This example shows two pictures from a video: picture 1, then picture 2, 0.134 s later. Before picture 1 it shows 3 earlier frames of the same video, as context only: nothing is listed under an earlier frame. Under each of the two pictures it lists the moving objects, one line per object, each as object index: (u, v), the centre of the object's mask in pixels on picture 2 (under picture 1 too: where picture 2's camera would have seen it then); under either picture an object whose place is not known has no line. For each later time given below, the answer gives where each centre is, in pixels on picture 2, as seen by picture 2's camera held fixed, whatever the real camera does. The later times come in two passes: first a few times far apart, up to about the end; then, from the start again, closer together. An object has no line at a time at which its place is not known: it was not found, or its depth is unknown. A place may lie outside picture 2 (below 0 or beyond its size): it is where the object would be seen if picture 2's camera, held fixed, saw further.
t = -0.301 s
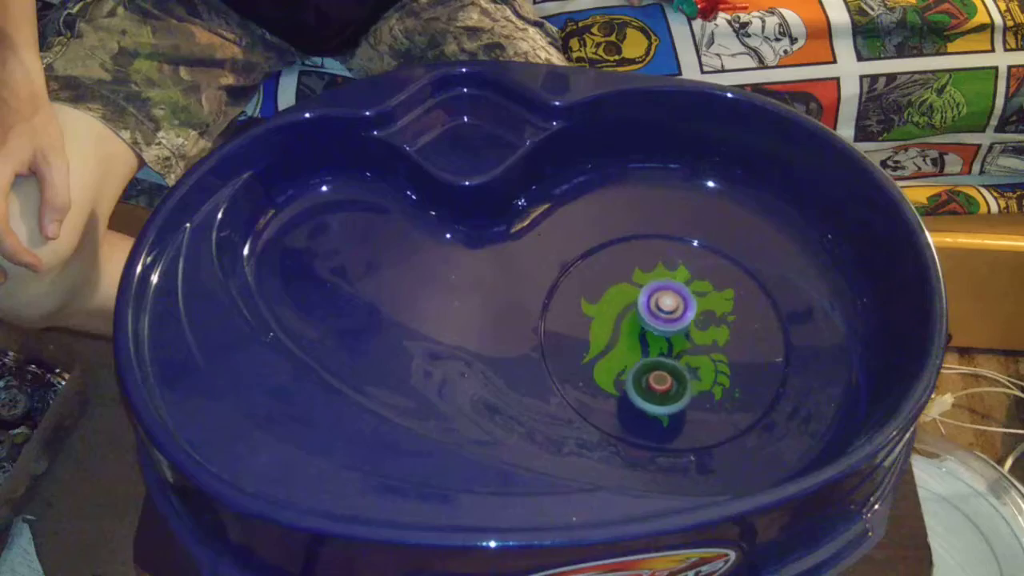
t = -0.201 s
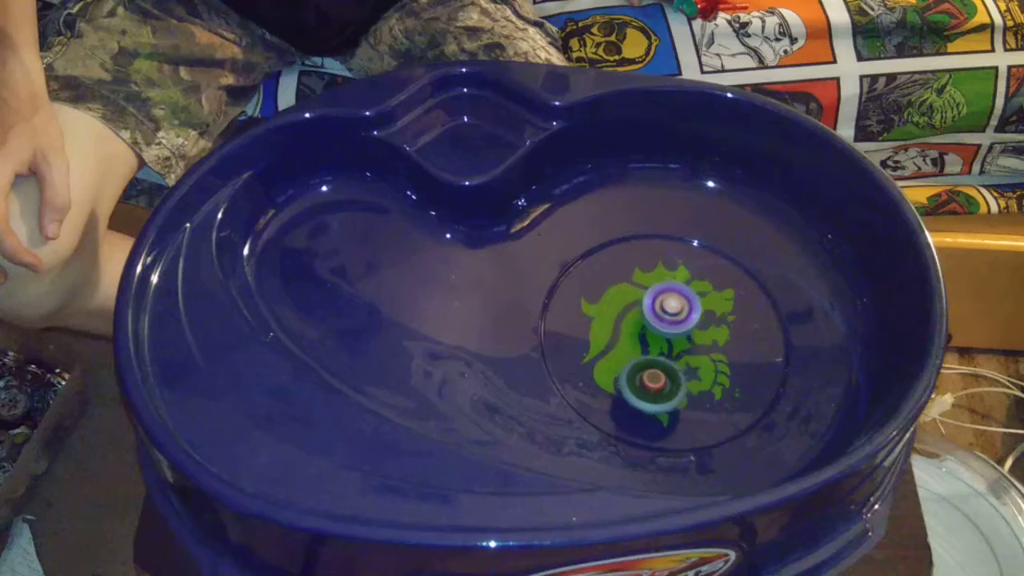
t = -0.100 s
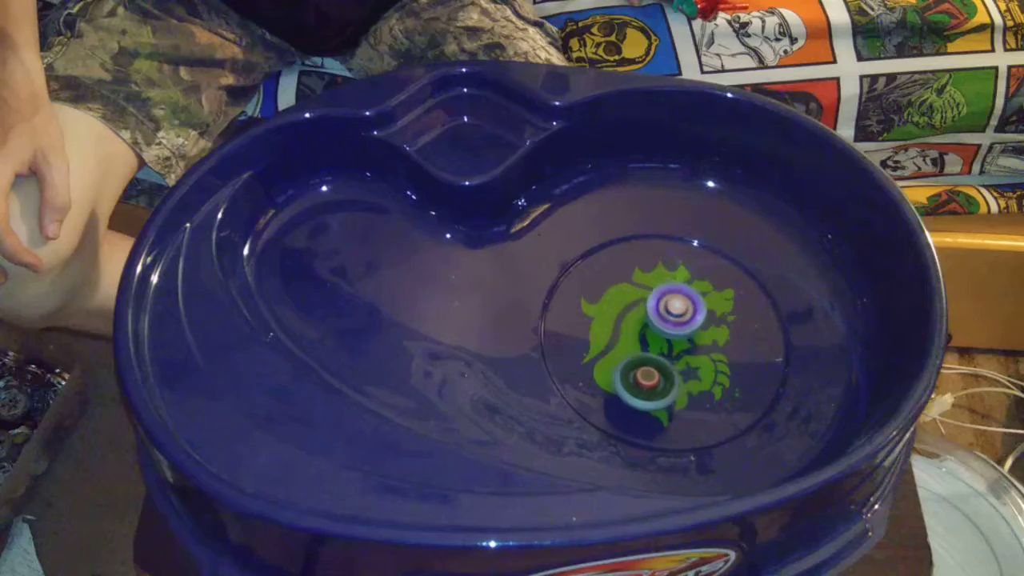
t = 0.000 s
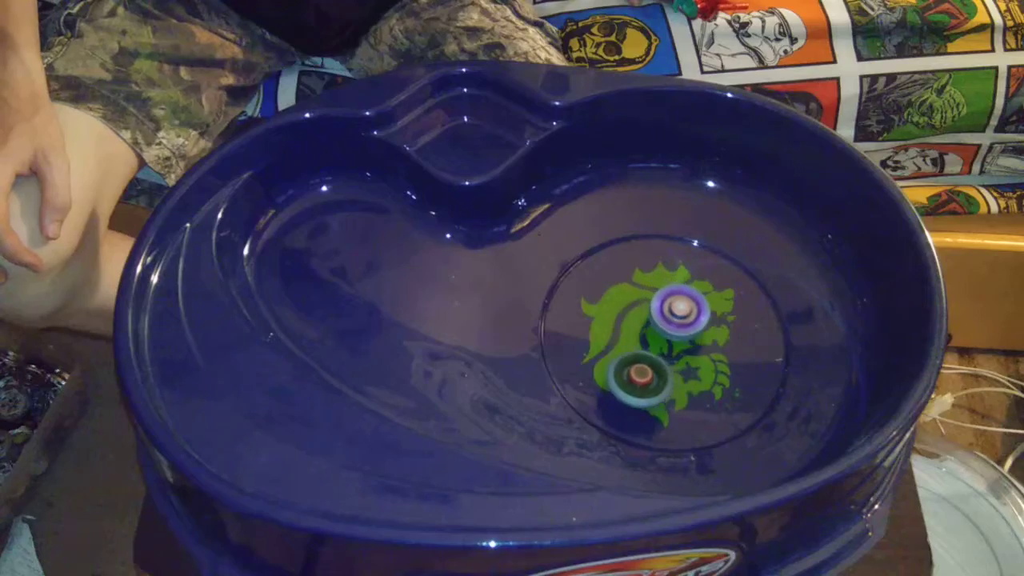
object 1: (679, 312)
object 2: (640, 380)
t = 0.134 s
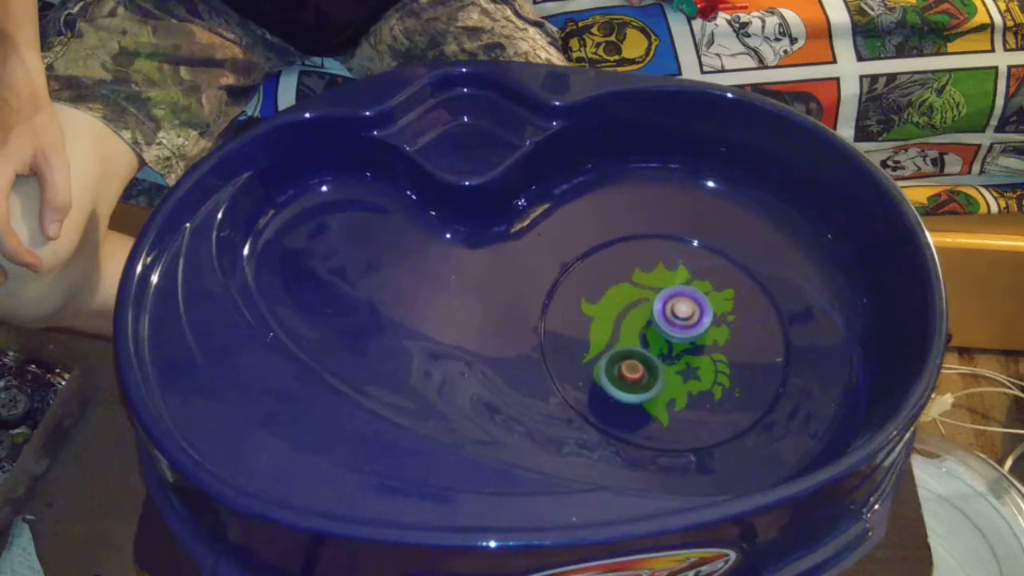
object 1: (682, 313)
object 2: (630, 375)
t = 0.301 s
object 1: (683, 318)
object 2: (619, 370)
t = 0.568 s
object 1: (684, 332)
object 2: (608, 362)
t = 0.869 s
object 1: (686, 340)
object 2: (602, 346)
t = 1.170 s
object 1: (681, 349)
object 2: (601, 329)
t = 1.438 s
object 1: (673, 353)
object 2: (604, 313)
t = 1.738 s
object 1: (658, 357)
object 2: (610, 300)
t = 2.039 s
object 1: (651, 359)
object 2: (622, 292)
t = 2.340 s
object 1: (645, 348)
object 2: (637, 288)
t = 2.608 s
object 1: (631, 342)
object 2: (656, 287)
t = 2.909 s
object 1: (628, 343)
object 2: (674, 292)
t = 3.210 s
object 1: (639, 331)
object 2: (691, 300)
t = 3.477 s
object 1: (636, 315)
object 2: (702, 310)
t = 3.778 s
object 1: (631, 316)
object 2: (708, 325)
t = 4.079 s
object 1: (604, 307)
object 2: (790, 359)
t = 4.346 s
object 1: (570, 320)
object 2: (790, 351)
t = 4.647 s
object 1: (589, 346)
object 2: (673, 331)
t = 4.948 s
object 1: (521, 363)
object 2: (808, 299)
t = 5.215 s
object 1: (542, 370)
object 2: (628, 308)
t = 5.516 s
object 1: (637, 422)
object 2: (581, 251)
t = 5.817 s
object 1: (722, 377)
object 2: (630, 288)
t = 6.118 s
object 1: (720, 313)
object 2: (621, 308)
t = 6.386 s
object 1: (694, 280)
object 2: (606, 300)
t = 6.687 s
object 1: (663, 275)
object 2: (602, 292)
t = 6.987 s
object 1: (674, 279)
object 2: (562, 311)
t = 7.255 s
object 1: (667, 298)
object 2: (582, 315)
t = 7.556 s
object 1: (673, 328)
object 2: (609, 317)
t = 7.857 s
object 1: (721, 351)
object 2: (585, 310)
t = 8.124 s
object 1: (724, 353)
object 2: (610, 323)
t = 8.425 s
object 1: (706, 357)
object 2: (638, 335)
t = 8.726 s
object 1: (744, 375)
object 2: (560, 297)
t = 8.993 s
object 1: (717, 362)
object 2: (583, 324)
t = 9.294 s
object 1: (669, 357)
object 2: (596, 339)
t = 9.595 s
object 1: (652, 360)
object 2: (579, 340)
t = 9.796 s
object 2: (426, 269)
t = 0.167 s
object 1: (682, 314)
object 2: (628, 374)
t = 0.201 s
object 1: (682, 315)
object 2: (625, 373)
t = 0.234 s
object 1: (682, 316)
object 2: (623, 372)
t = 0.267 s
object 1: (683, 317)
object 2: (621, 372)
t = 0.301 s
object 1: (683, 318)
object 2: (619, 370)
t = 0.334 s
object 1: (683, 320)
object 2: (617, 370)
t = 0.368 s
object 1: (683, 321)
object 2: (615, 369)
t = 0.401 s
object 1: (683, 323)
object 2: (613, 368)
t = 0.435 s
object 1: (682, 324)
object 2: (612, 367)
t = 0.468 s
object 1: (683, 326)
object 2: (610, 366)
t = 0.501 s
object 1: (683, 328)
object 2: (610, 365)
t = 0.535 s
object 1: (684, 329)
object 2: (609, 363)
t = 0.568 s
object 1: (684, 332)
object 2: (608, 362)
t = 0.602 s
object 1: (684, 333)
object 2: (608, 361)
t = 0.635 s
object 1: (685, 334)
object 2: (607, 359)
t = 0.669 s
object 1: (685, 336)
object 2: (606, 358)
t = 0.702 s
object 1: (686, 337)
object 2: (606, 356)
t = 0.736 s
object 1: (686, 339)
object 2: (605, 354)
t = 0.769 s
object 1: (687, 339)
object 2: (604, 352)
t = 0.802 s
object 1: (687, 339)
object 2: (604, 351)
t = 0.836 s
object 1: (686, 340)
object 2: (603, 348)
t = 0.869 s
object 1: (686, 340)
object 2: (602, 346)
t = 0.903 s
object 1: (686, 341)
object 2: (602, 344)
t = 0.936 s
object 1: (685, 342)
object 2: (602, 342)
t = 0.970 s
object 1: (684, 343)
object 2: (602, 341)
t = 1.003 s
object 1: (684, 344)
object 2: (601, 339)
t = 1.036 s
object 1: (683, 346)
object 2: (601, 337)
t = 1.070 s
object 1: (683, 347)
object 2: (601, 335)
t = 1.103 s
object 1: (682, 348)
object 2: (601, 333)
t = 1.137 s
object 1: (682, 348)
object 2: (601, 331)
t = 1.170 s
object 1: (681, 349)
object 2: (601, 329)
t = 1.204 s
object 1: (681, 350)
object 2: (601, 327)
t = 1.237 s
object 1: (680, 350)
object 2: (601, 325)
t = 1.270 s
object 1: (679, 351)
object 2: (602, 322)
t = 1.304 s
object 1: (678, 351)
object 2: (602, 321)
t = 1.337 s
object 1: (677, 351)
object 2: (602, 319)
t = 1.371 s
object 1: (675, 352)
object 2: (603, 317)
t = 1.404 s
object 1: (674, 352)
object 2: (603, 315)
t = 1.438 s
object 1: (673, 353)
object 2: (604, 313)
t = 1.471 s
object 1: (672, 353)
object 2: (605, 311)
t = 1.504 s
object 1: (670, 354)
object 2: (605, 310)
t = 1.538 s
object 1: (669, 354)
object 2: (606, 308)
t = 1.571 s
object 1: (667, 354)
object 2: (607, 306)
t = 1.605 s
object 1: (665, 355)
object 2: (607, 305)
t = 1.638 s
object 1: (663, 355)
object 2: (608, 304)
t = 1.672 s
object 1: (661, 355)
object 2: (609, 302)
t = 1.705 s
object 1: (660, 356)
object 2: (610, 301)
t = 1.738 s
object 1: (658, 357)
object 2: (610, 300)
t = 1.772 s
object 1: (657, 357)
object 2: (611, 299)
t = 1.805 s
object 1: (655, 357)
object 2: (612, 298)
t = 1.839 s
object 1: (654, 358)
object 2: (614, 297)
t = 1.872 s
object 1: (653, 358)
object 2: (615, 296)
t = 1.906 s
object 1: (652, 359)
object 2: (616, 295)
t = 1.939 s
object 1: (652, 359)
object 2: (617, 294)
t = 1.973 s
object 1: (651, 359)
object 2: (618, 293)
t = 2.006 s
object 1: (651, 359)
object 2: (620, 293)
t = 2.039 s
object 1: (651, 359)
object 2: (622, 292)
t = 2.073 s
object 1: (650, 359)
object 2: (623, 291)
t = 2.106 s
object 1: (650, 358)
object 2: (624, 291)
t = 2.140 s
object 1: (650, 357)
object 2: (627, 290)
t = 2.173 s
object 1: (649, 356)
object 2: (628, 290)
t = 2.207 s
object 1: (649, 354)
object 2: (630, 290)
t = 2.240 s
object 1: (648, 353)
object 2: (632, 289)
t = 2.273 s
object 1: (647, 351)
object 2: (633, 290)
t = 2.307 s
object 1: (646, 350)
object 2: (635, 289)
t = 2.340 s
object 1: (645, 348)
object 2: (637, 288)
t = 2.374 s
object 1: (643, 346)
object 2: (639, 288)
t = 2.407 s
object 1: (642, 344)
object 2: (641, 288)
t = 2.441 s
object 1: (640, 343)
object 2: (644, 288)
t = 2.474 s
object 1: (638, 342)
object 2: (647, 287)
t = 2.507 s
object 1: (636, 342)
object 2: (649, 286)
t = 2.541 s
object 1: (634, 342)
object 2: (652, 286)
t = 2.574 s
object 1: (632, 342)
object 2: (654, 286)
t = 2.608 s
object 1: (631, 342)
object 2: (656, 287)
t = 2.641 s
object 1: (629, 342)
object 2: (658, 287)
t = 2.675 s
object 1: (628, 342)
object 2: (661, 287)
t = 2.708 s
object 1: (627, 343)
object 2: (662, 288)
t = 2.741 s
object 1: (627, 343)
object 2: (664, 288)
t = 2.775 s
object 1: (627, 343)
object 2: (666, 289)
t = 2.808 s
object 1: (627, 343)
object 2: (668, 289)
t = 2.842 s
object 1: (627, 343)
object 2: (671, 290)
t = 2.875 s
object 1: (628, 343)
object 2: (672, 291)
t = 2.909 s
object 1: (628, 343)
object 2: (674, 292)
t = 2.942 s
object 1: (629, 342)
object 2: (677, 293)
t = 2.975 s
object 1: (631, 341)
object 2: (679, 294)
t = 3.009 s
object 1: (632, 340)
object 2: (681, 294)
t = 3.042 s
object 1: (634, 339)
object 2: (683, 296)
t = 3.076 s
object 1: (635, 337)
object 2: (685, 297)
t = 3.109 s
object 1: (636, 336)
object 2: (687, 298)
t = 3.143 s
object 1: (637, 334)
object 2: (688, 298)
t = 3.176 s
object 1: (638, 333)
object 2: (690, 299)
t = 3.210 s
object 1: (639, 331)
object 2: (691, 300)
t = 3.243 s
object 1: (639, 328)
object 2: (693, 301)
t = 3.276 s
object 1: (639, 326)
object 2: (695, 303)
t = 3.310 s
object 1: (639, 324)
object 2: (697, 304)
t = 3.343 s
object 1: (639, 322)
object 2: (697, 305)
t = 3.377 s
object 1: (638, 320)
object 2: (698, 306)
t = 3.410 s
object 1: (638, 319)
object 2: (699, 308)
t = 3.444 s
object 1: (636, 317)
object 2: (701, 309)
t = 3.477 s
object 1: (636, 315)
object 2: (702, 310)
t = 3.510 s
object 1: (634, 315)
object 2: (703, 312)
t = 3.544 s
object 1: (633, 314)
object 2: (704, 314)
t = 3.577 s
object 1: (632, 313)
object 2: (706, 316)
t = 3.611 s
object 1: (631, 313)
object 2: (706, 318)
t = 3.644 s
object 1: (631, 313)
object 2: (706, 319)
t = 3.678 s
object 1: (630, 313)
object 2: (707, 321)
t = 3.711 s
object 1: (630, 314)
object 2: (707, 322)
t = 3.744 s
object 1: (630, 314)
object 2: (708, 323)
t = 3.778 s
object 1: (631, 316)
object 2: (708, 325)
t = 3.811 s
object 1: (632, 318)
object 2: (708, 327)
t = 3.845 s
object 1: (634, 319)
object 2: (709, 329)
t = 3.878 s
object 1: (635, 320)
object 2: (708, 331)
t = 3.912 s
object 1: (637, 320)
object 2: (708, 332)
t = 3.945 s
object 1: (639, 321)
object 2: (709, 334)
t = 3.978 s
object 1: (642, 321)
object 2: (709, 336)
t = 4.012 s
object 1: (640, 320)
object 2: (712, 339)
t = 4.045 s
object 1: (621, 313)
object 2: (757, 353)
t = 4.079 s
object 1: (604, 307)
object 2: (790, 359)
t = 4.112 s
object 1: (592, 305)
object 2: (812, 359)
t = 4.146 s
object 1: (583, 303)
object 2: (830, 365)
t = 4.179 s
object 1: (578, 304)
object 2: (839, 367)
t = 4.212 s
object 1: (575, 306)
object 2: (839, 367)
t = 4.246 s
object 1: (573, 309)
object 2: (831, 363)
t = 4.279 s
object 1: (572, 312)
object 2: (819, 360)
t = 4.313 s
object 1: (571, 316)
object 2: (805, 356)
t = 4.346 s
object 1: (570, 320)
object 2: (790, 351)
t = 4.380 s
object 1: (571, 323)
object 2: (774, 348)
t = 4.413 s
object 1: (571, 326)
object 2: (761, 344)
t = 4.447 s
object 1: (572, 329)
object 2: (742, 339)
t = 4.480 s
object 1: (574, 332)
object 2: (728, 336)
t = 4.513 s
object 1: (576, 335)
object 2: (713, 333)
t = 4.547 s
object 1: (579, 338)
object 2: (700, 331)
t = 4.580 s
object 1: (582, 341)
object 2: (686, 330)
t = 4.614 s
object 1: (585, 343)
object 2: (680, 331)
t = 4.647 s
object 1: (589, 346)
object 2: (673, 331)
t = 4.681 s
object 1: (593, 347)
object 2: (667, 333)
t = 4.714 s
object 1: (598, 348)
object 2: (664, 335)
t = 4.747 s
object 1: (592, 351)
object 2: (672, 336)
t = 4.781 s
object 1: (566, 355)
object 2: (721, 333)
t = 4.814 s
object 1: (549, 357)
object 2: (768, 327)
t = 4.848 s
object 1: (536, 360)
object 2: (803, 311)
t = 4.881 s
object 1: (528, 362)
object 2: (832, 299)
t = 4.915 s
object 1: (522, 363)
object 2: (830, 295)
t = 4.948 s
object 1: (521, 363)
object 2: (808, 299)
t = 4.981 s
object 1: (522, 364)
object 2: (783, 301)
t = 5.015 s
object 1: (525, 366)
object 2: (758, 302)
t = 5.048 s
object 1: (527, 367)
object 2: (731, 303)
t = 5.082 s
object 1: (530, 368)
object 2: (710, 303)
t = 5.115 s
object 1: (532, 369)
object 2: (685, 304)
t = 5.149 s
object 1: (535, 369)
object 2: (662, 304)
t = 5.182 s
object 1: (539, 370)
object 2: (644, 305)
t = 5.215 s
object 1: (542, 370)
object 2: (628, 308)
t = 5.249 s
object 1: (546, 370)
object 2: (612, 310)
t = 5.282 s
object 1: (550, 370)
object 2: (602, 313)
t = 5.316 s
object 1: (555, 370)
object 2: (592, 316)
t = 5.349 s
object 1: (561, 372)
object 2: (583, 319)
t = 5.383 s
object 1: (571, 377)
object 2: (579, 320)
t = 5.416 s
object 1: (579, 391)
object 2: (577, 301)
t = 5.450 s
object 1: (594, 405)
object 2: (579, 282)
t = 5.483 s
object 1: (615, 417)
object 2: (580, 265)
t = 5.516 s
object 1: (637, 422)
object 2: (581, 251)
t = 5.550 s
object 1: (656, 424)
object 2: (586, 242)
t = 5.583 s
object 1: (672, 422)
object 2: (592, 237)
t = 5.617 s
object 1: (684, 418)
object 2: (598, 237)
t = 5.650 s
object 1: (695, 413)
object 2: (604, 242)
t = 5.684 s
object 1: (702, 407)
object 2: (611, 250)
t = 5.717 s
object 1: (709, 400)
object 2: (618, 260)
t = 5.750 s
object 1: (714, 392)
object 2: (624, 270)
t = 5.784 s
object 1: (718, 385)
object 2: (628, 280)
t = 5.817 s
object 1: (722, 377)
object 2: (630, 288)
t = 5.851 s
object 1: (724, 370)
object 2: (631, 296)
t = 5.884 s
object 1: (726, 361)
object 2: (632, 302)
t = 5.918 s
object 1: (727, 354)
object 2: (630, 307)
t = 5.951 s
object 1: (727, 346)
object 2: (630, 309)
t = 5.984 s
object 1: (727, 339)
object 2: (628, 310)
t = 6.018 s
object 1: (726, 332)
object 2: (627, 311)
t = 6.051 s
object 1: (725, 326)
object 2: (624, 310)
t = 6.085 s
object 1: (723, 319)
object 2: (622, 309)
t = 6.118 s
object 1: (720, 313)
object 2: (621, 308)
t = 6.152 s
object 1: (718, 307)
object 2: (619, 307)
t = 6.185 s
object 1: (715, 302)
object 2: (614, 307)
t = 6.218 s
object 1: (712, 297)
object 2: (612, 306)
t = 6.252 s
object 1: (709, 293)
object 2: (611, 305)
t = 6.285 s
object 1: (705, 289)
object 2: (610, 304)
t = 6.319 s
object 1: (701, 285)
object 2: (608, 302)
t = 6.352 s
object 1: (697, 282)
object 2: (607, 301)
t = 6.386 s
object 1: (694, 280)
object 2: (606, 300)
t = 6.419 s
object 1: (690, 277)
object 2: (605, 299)
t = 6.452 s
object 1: (686, 276)
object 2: (604, 298)
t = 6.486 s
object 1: (683, 275)
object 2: (604, 297)
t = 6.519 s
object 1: (679, 274)
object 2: (603, 296)
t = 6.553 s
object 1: (676, 274)
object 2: (603, 295)
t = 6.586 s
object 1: (672, 273)
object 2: (602, 294)
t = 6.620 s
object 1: (669, 273)
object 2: (602, 293)
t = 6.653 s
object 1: (666, 274)
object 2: (602, 293)
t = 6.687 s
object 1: (663, 275)
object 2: (602, 292)
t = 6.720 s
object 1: (668, 275)
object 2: (587, 293)
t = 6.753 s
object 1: (674, 275)
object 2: (574, 296)
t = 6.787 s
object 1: (678, 276)
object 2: (563, 297)
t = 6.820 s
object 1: (679, 276)
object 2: (556, 299)
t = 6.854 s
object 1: (679, 277)
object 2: (554, 302)
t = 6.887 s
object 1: (678, 277)
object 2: (556, 305)
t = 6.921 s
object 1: (677, 277)
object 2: (557, 309)
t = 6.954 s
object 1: (675, 278)
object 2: (560, 311)
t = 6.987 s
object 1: (674, 279)
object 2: (562, 311)
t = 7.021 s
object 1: (672, 280)
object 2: (564, 312)
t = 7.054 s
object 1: (671, 282)
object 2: (566, 313)
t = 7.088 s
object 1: (670, 283)
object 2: (569, 314)
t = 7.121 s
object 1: (668, 286)
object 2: (571, 314)
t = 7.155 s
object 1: (668, 289)
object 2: (574, 314)
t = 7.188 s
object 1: (667, 292)
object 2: (577, 314)
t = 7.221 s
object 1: (667, 295)
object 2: (580, 315)
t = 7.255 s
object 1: (667, 298)
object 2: (582, 315)
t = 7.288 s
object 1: (667, 302)
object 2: (585, 315)
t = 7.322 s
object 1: (667, 305)
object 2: (589, 315)
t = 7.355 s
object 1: (668, 308)
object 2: (591, 315)
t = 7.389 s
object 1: (669, 312)
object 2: (594, 315)
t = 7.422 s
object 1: (669, 315)
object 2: (597, 316)
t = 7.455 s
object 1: (670, 318)
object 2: (600, 316)
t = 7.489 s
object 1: (671, 321)
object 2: (603, 316)
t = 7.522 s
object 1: (672, 325)
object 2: (606, 316)
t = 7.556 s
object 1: (673, 328)
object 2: (609, 317)
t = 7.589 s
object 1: (682, 333)
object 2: (601, 314)
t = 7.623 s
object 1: (692, 338)
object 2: (591, 310)
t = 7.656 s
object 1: (700, 342)
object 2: (582, 306)
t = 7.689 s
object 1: (706, 345)
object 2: (579, 304)
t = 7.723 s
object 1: (710, 347)
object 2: (578, 304)
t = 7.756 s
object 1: (714, 348)
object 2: (579, 305)
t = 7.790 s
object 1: (716, 349)
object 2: (580, 307)
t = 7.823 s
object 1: (719, 350)
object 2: (583, 309)
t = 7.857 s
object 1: (721, 351)
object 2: (585, 310)
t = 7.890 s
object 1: (722, 351)
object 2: (588, 312)
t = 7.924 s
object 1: (724, 351)
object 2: (591, 314)
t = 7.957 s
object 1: (724, 352)
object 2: (595, 316)
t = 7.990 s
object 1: (725, 352)
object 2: (598, 318)
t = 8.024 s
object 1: (725, 352)
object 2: (601, 319)
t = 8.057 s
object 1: (725, 352)
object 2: (604, 321)
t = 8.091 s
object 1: (725, 352)
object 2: (607, 322)
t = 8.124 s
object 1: (724, 353)
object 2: (610, 323)
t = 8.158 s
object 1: (723, 353)
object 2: (613, 325)
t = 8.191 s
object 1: (722, 353)
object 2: (616, 326)
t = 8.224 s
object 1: (721, 354)
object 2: (619, 327)
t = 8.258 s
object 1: (719, 354)
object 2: (621, 329)
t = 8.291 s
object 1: (717, 355)
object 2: (625, 330)
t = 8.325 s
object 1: (714, 355)
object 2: (627, 331)
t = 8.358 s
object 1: (712, 356)
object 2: (631, 333)
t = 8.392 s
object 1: (709, 356)
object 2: (634, 334)
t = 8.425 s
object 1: (706, 357)
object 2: (638, 335)
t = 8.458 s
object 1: (705, 358)
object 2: (637, 336)
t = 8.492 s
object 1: (719, 366)
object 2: (617, 325)
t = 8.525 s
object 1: (730, 373)
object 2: (594, 314)
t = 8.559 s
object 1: (737, 377)
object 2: (573, 302)
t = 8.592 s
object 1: (742, 379)
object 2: (559, 294)
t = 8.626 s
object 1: (744, 379)
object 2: (554, 287)
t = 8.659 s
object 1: (744, 378)
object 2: (553, 288)
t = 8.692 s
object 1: (744, 377)
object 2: (556, 292)
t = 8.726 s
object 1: (744, 375)
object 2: (560, 297)
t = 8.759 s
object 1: (743, 373)
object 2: (564, 302)
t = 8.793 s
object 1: (741, 371)
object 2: (568, 306)
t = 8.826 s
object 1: (738, 370)
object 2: (571, 310)
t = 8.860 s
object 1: (735, 368)
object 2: (574, 314)
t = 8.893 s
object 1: (731, 366)
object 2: (577, 317)
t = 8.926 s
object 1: (727, 364)
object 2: (579, 320)
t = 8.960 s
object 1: (722, 363)
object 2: (581, 322)
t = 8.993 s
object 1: (717, 362)
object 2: (583, 324)
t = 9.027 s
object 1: (712, 360)
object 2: (585, 326)
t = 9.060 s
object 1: (707, 359)
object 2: (586, 328)
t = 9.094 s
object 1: (701, 358)
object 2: (587, 329)
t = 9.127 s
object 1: (696, 358)
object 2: (589, 331)
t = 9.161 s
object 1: (690, 358)
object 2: (590, 333)
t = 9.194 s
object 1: (684, 357)
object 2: (592, 334)
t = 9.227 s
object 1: (679, 357)
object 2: (593, 336)
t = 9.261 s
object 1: (674, 357)
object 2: (594, 338)
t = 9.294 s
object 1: (669, 357)
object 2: (596, 339)
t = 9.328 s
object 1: (664, 357)
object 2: (596, 341)
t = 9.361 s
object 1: (665, 359)
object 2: (588, 338)
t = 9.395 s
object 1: (665, 361)
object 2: (581, 336)
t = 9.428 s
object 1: (664, 362)
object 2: (577, 335)
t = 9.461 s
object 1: (662, 362)
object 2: (576, 335)
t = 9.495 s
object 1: (659, 362)
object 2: (576, 336)
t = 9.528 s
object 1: (657, 361)
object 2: (577, 337)
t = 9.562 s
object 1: (654, 361)
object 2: (578, 338)
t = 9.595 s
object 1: (652, 360)
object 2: (579, 340)
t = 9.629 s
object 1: (649, 360)
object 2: (580, 342)
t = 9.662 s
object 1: (647, 359)
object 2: (580, 343)
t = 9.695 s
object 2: (552, 333)
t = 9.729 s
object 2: (504, 306)
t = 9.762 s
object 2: (463, 288)
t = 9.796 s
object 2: (426, 269)
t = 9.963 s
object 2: (280, 237)
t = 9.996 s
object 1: (790, 354)
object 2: (294, 250)
